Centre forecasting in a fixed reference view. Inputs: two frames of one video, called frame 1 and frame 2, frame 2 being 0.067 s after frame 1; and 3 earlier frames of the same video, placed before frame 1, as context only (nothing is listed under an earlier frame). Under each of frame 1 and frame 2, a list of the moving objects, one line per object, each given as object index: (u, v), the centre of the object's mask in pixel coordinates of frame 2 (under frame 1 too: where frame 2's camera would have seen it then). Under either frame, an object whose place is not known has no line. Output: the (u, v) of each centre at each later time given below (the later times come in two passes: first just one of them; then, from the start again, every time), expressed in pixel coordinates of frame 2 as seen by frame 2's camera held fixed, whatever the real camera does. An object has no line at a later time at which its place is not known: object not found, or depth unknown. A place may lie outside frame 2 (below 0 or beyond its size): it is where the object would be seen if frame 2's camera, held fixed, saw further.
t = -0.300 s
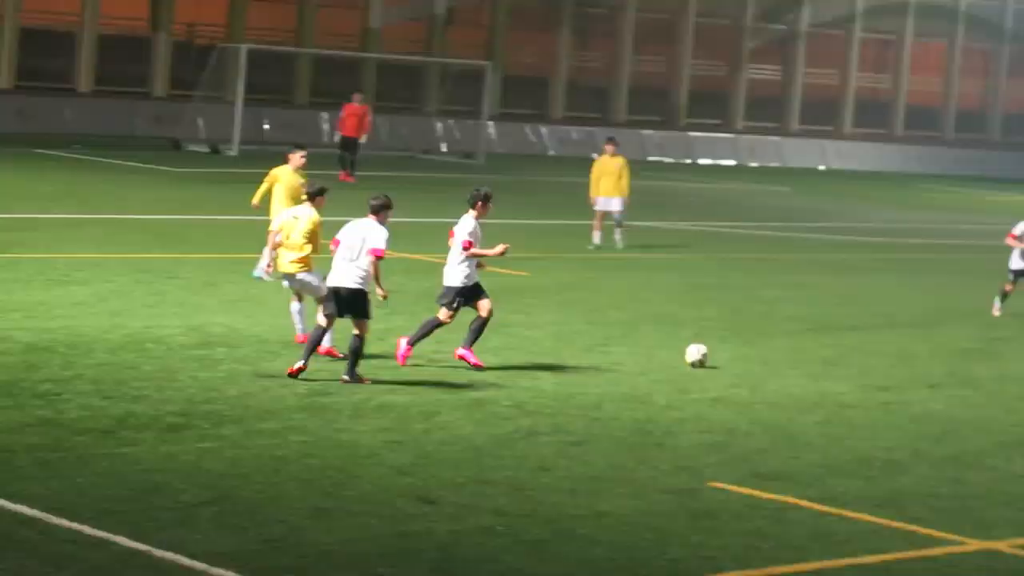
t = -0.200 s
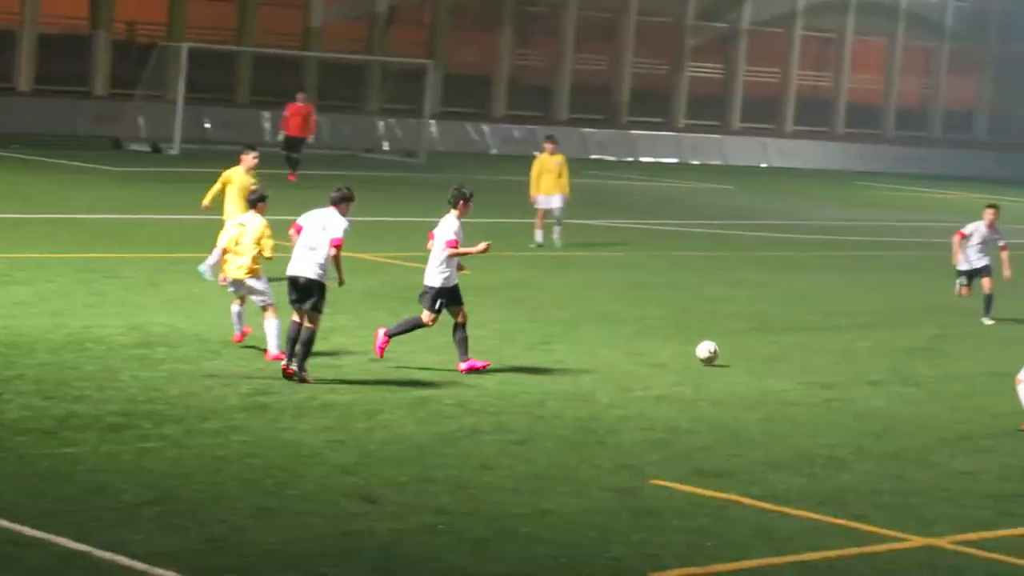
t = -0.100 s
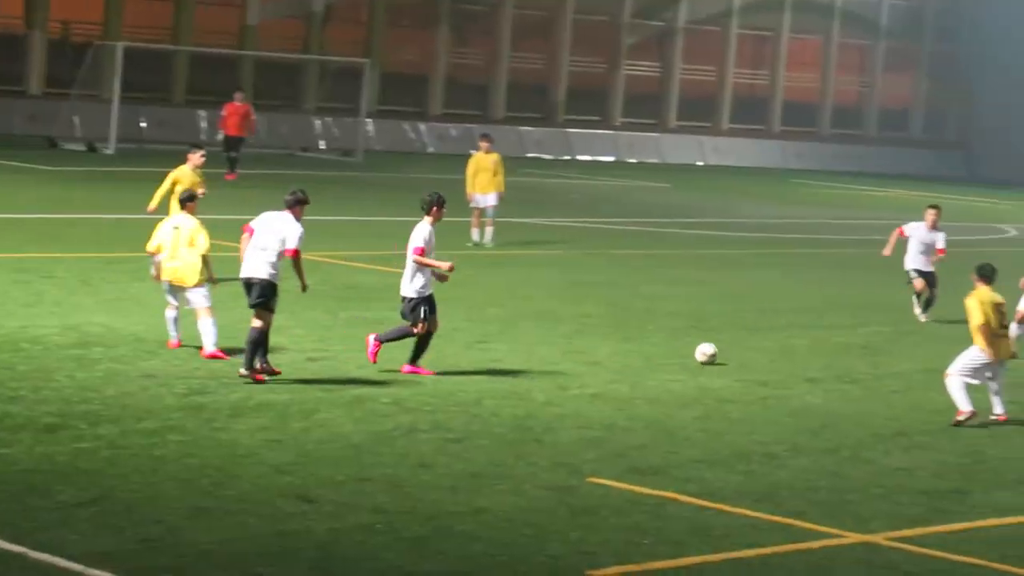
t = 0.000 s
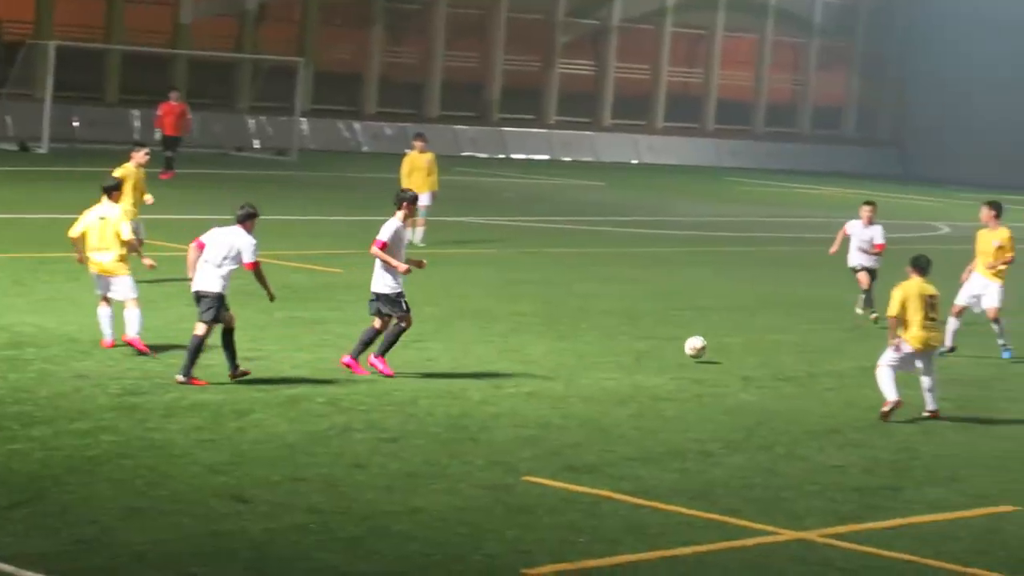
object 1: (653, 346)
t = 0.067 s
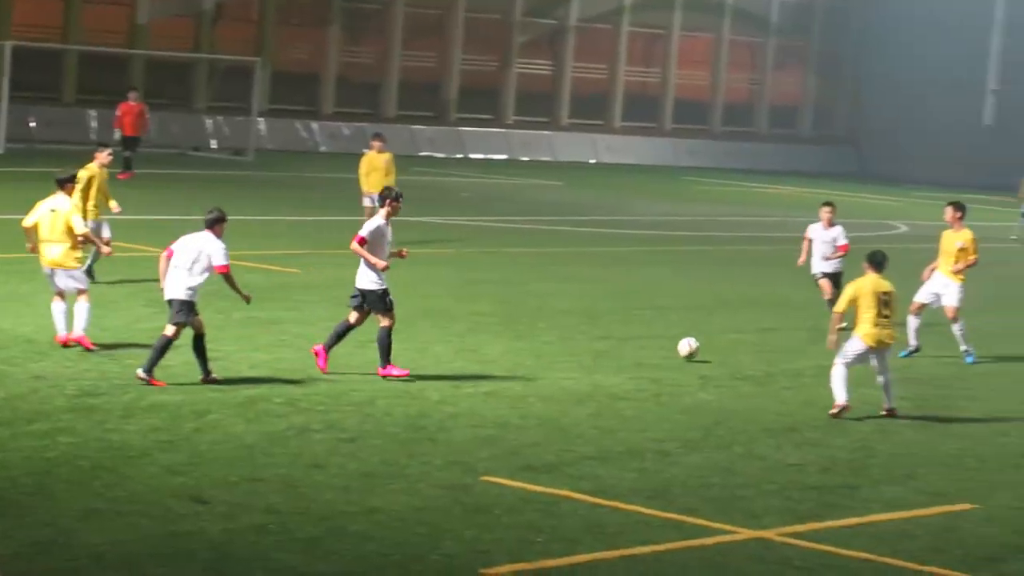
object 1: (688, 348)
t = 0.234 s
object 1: (769, 347)
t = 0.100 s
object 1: (705, 350)
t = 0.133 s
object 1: (721, 349)
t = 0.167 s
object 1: (738, 347)
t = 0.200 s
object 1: (753, 346)
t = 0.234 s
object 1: (769, 347)
